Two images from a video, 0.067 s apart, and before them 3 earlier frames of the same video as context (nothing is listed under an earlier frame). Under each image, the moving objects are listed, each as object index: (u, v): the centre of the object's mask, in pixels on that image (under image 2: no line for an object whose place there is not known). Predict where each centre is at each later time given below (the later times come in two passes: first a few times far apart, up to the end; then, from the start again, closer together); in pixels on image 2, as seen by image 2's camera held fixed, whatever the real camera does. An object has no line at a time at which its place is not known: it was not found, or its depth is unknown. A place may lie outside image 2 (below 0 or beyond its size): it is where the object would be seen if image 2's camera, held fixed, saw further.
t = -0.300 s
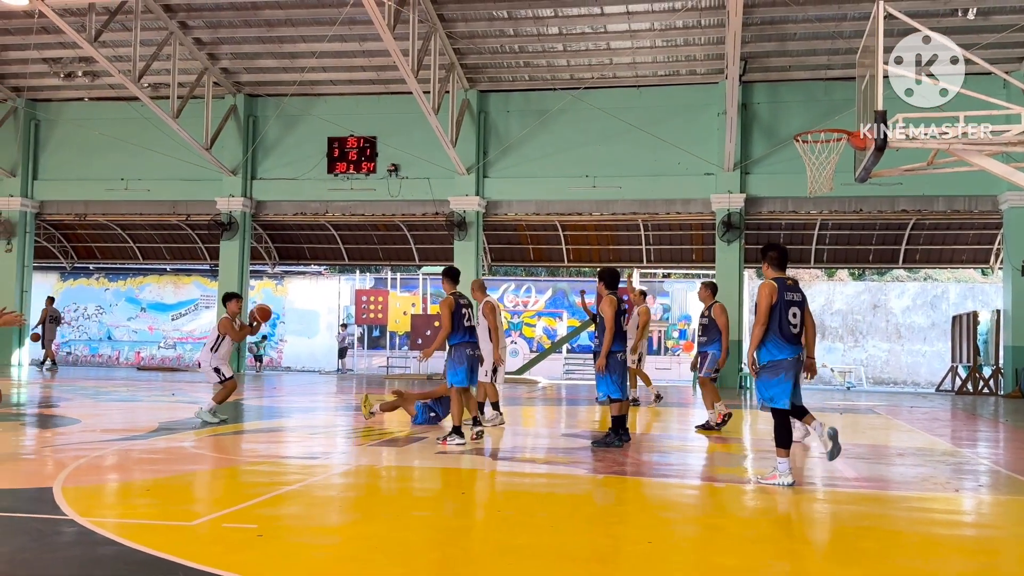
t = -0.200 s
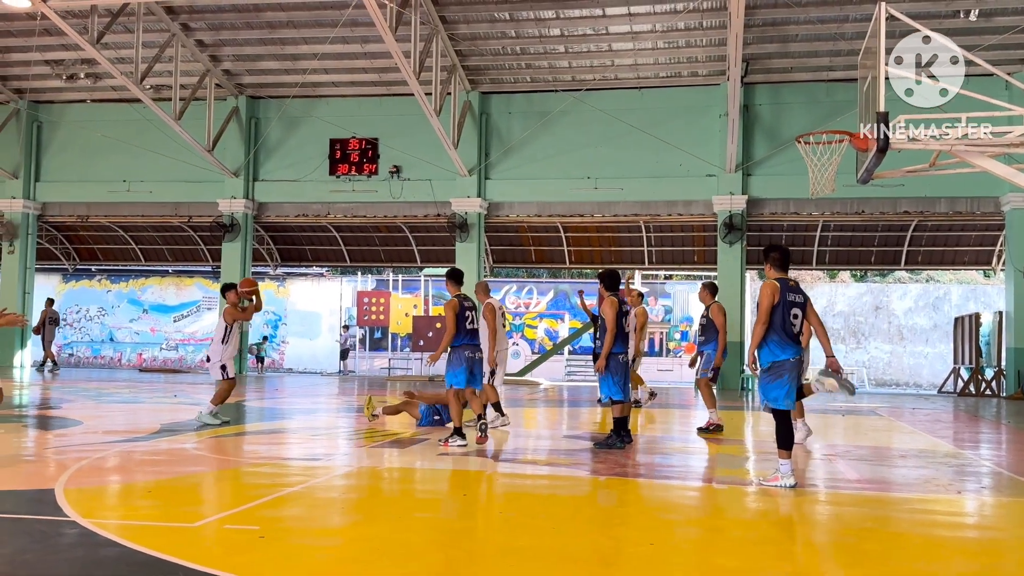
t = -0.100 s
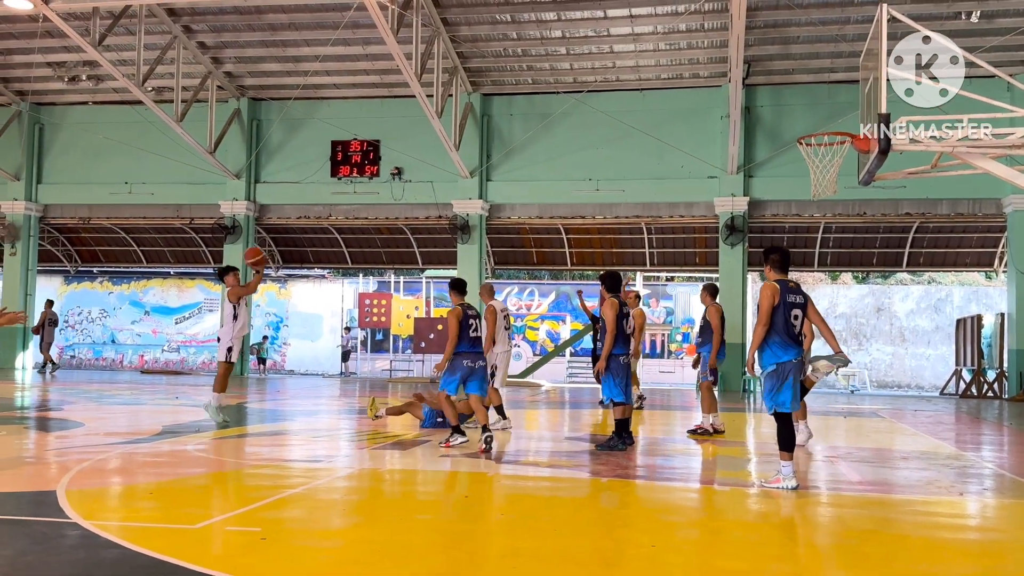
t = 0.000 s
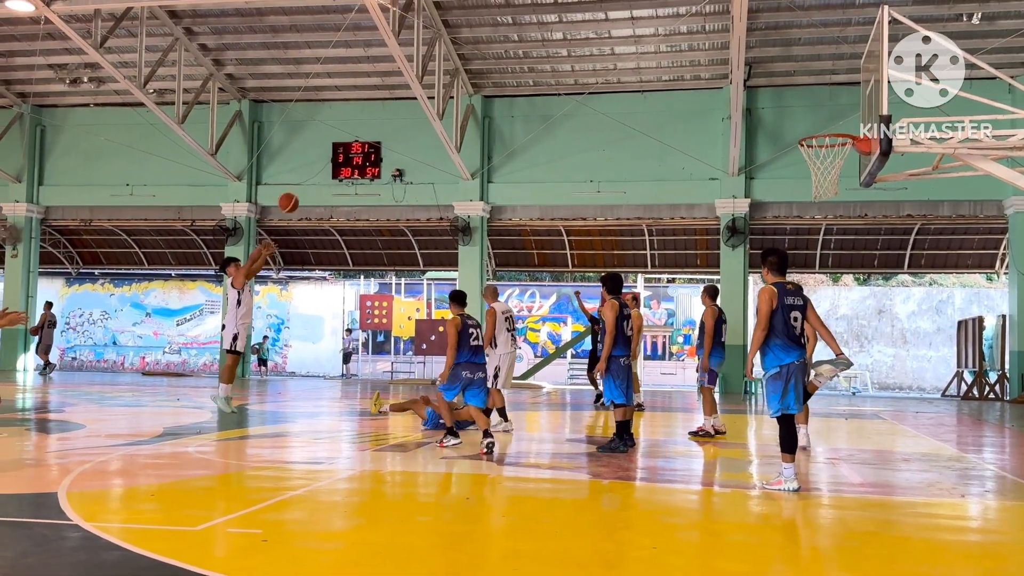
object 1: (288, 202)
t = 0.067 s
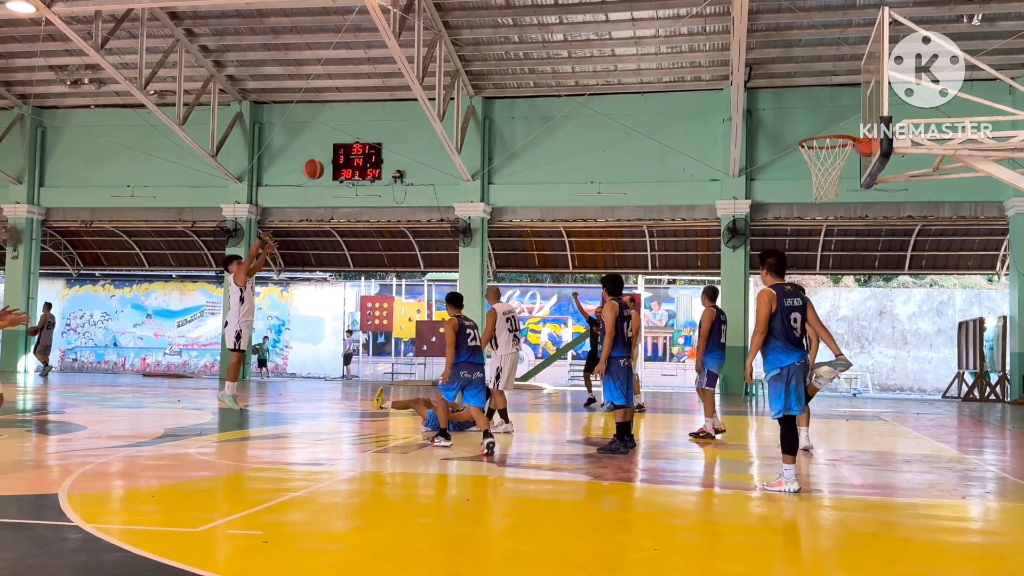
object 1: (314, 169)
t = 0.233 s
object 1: (376, 98)
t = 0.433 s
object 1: (451, 39)
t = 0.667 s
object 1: (545, 14)
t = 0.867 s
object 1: (629, 33)
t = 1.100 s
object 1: (731, 107)
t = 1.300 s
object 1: (824, 221)
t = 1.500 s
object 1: (919, 383)
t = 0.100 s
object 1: (325, 153)
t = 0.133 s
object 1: (338, 138)
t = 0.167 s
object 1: (351, 124)
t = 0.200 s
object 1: (363, 110)
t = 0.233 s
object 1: (376, 98)
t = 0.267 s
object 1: (388, 86)
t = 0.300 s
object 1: (401, 75)
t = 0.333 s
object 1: (414, 64)
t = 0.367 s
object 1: (426, 55)
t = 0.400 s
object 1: (439, 46)
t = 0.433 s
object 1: (451, 39)
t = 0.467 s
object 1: (464, 33)
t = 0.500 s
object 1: (478, 28)
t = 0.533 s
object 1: (491, 23)
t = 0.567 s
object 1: (504, 20)
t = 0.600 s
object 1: (518, 17)
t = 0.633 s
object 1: (532, 15)
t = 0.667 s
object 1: (545, 14)
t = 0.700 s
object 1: (559, 15)
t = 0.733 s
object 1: (573, 16)
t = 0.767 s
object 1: (587, 18)
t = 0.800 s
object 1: (600, 22)
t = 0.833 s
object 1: (614, 27)
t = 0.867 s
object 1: (629, 33)
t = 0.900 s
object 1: (643, 40)
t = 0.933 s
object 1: (658, 49)
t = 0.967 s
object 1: (672, 58)
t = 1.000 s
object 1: (687, 68)
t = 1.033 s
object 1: (701, 80)
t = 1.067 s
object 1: (716, 93)
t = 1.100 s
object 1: (731, 107)
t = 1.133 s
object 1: (745, 123)
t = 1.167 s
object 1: (761, 140)
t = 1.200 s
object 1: (777, 158)
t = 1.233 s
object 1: (793, 178)
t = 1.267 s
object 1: (809, 199)
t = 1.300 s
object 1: (824, 221)
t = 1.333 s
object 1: (839, 243)
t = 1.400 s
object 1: (870, 295)
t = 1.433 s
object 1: (886, 323)
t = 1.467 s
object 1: (902, 352)
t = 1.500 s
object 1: (919, 383)
